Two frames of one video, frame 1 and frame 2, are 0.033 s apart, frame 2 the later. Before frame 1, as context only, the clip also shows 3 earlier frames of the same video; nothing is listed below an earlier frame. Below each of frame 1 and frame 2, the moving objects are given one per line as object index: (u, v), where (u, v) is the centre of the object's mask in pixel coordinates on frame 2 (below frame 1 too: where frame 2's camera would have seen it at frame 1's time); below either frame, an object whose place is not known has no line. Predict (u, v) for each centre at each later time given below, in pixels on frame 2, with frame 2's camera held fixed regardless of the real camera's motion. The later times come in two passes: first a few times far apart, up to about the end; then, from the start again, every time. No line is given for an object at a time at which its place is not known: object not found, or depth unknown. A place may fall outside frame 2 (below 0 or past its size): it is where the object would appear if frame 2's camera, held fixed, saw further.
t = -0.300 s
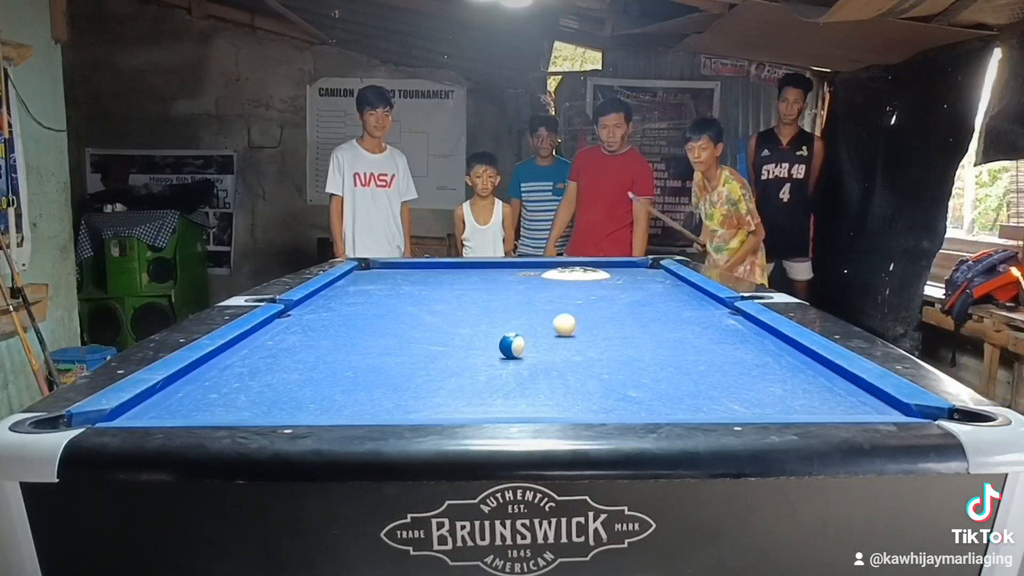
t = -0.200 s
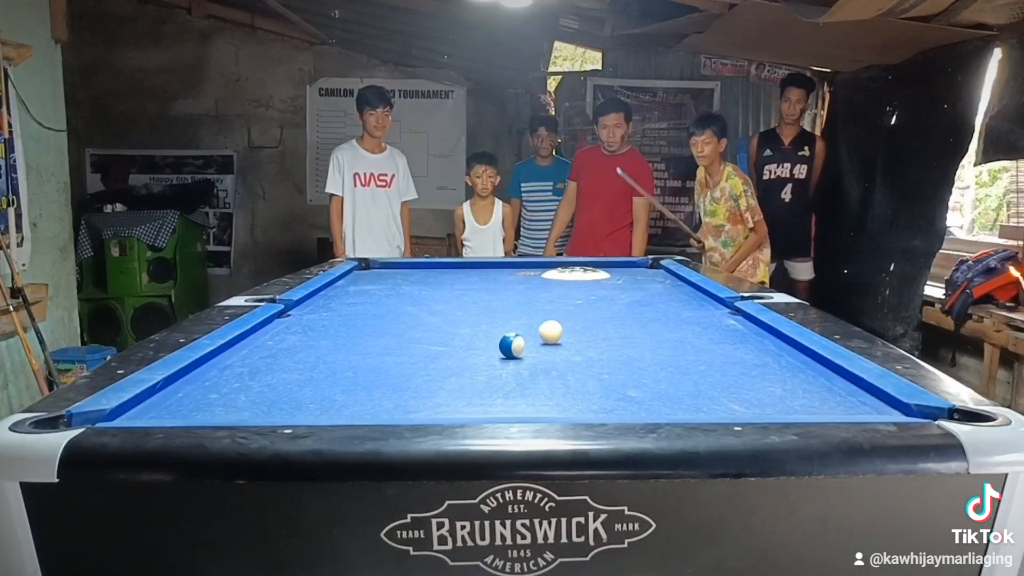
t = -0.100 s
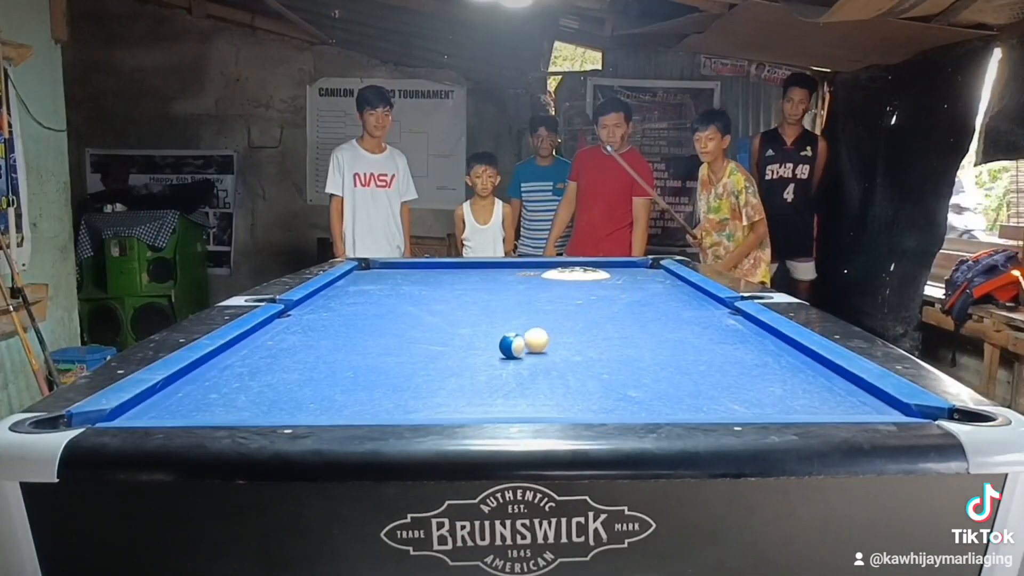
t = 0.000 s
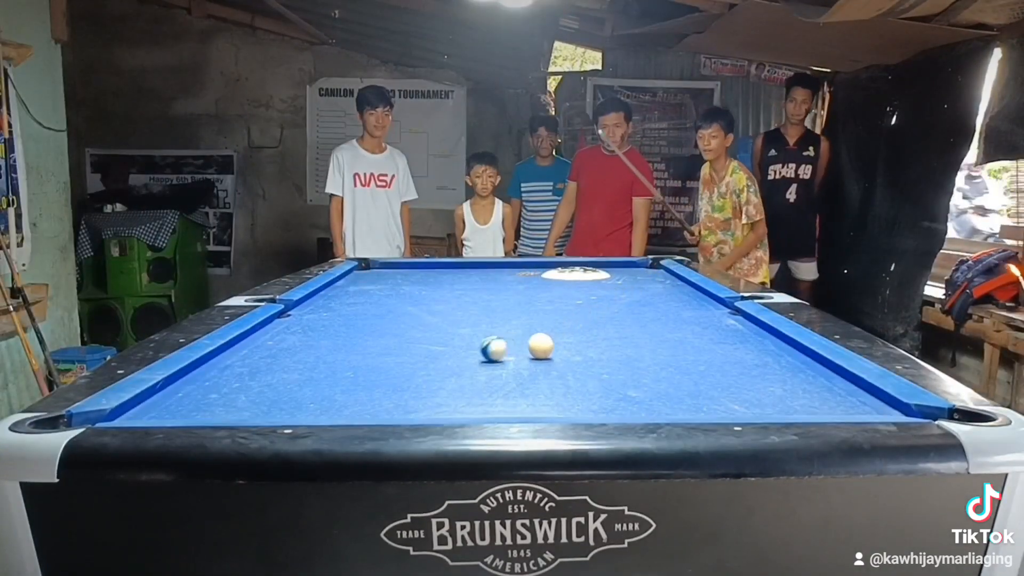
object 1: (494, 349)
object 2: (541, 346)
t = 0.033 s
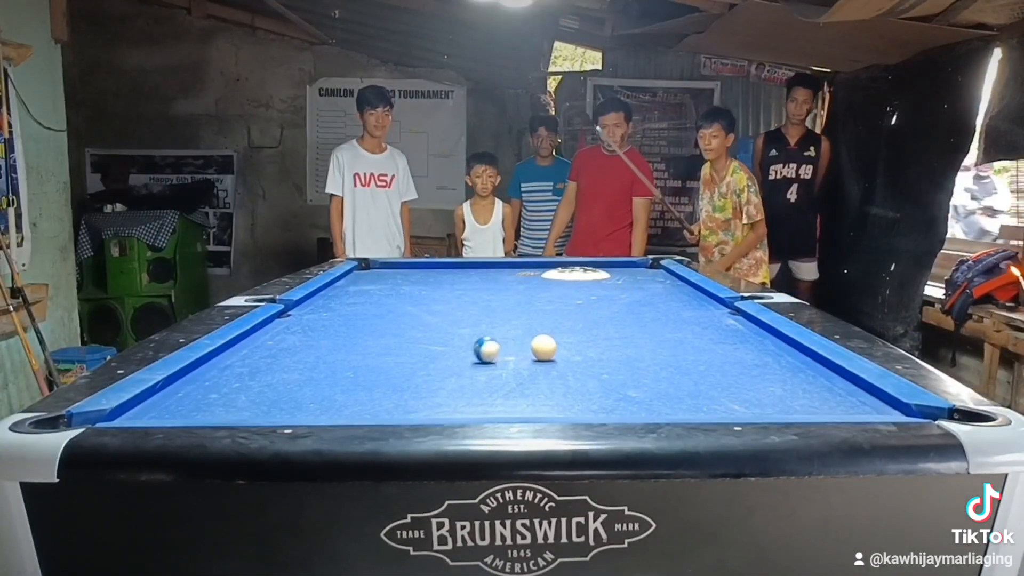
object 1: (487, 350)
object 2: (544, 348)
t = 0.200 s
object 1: (451, 356)
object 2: (559, 357)
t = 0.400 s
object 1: (406, 363)
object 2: (579, 368)
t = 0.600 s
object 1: (359, 371)
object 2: (601, 380)
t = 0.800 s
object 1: (309, 379)
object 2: (625, 394)
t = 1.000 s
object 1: (258, 387)
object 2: (651, 405)
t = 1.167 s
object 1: (212, 395)
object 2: (669, 409)
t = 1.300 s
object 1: (175, 400)
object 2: (671, 406)
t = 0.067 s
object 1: (479, 351)
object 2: (547, 349)
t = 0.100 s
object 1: (472, 352)
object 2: (550, 351)
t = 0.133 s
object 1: (465, 354)
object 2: (553, 353)
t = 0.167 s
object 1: (458, 355)
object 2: (556, 355)
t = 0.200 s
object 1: (451, 356)
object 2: (559, 357)
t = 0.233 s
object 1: (444, 357)
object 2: (563, 358)
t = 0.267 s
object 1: (436, 358)
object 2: (566, 360)
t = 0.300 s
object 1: (429, 360)
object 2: (569, 362)
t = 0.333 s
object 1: (421, 361)
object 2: (573, 364)
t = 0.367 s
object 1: (413, 362)
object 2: (576, 366)
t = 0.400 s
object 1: (406, 363)
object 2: (579, 368)
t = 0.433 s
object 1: (398, 365)
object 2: (583, 370)
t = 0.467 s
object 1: (390, 366)
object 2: (586, 372)
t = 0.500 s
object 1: (383, 367)
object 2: (590, 374)
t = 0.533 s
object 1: (375, 368)
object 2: (594, 376)
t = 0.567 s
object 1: (367, 369)
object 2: (597, 378)
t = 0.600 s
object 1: (359, 371)
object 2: (601, 380)
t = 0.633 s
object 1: (351, 372)
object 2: (605, 382)
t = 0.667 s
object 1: (342, 374)
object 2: (609, 384)
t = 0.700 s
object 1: (334, 375)
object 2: (613, 387)
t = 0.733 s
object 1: (325, 376)
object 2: (617, 389)
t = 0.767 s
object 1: (317, 377)
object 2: (621, 392)
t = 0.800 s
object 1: (309, 379)
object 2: (625, 394)
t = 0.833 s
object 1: (301, 380)
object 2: (629, 396)
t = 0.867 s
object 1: (293, 381)
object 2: (633, 398)
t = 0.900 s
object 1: (284, 383)
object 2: (638, 400)
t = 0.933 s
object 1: (275, 384)
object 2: (642, 402)
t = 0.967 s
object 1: (266, 385)
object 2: (646, 403)
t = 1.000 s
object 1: (258, 387)
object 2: (651, 405)
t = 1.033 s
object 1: (248, 388)
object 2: (655, 406)
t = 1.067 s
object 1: (239, 390)
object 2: (660, 407)
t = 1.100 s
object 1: (230, 391)
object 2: (665, 409)
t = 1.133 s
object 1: (221, 393)
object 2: (669, 410)
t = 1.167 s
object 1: (212, 395)
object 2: (669, 409)
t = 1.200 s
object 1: (203, 396)
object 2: (669, 408)
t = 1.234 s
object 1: (194, 397)
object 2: (670, 408)
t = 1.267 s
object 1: (185, 398)
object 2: (671, 407)
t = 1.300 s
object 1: (175, 400)
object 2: (671, 406)
